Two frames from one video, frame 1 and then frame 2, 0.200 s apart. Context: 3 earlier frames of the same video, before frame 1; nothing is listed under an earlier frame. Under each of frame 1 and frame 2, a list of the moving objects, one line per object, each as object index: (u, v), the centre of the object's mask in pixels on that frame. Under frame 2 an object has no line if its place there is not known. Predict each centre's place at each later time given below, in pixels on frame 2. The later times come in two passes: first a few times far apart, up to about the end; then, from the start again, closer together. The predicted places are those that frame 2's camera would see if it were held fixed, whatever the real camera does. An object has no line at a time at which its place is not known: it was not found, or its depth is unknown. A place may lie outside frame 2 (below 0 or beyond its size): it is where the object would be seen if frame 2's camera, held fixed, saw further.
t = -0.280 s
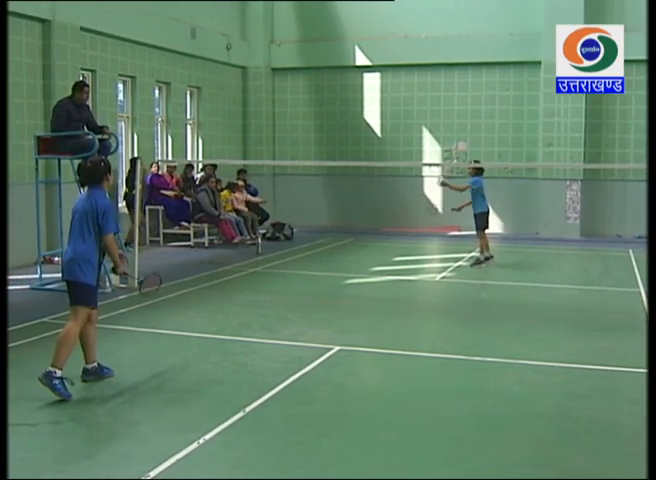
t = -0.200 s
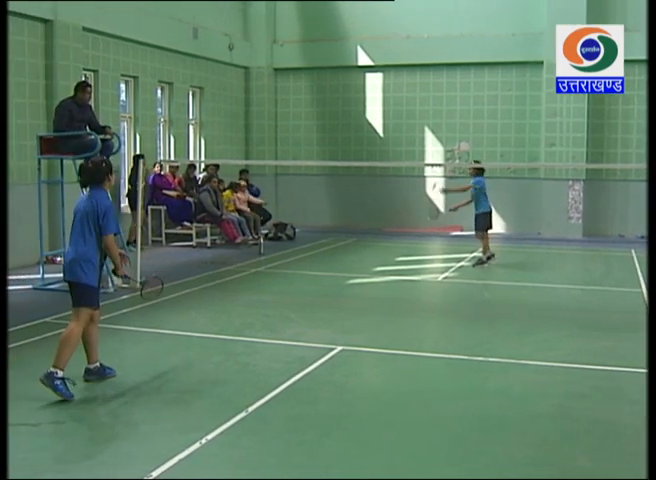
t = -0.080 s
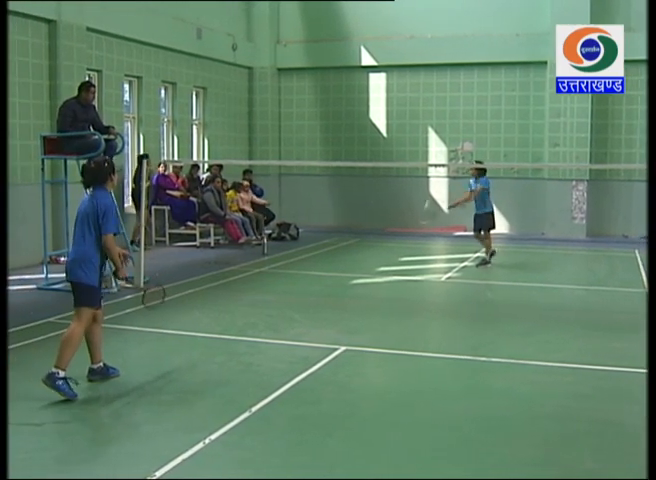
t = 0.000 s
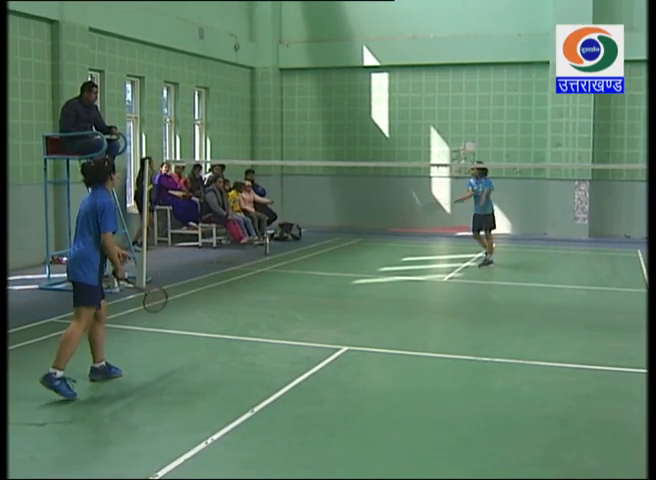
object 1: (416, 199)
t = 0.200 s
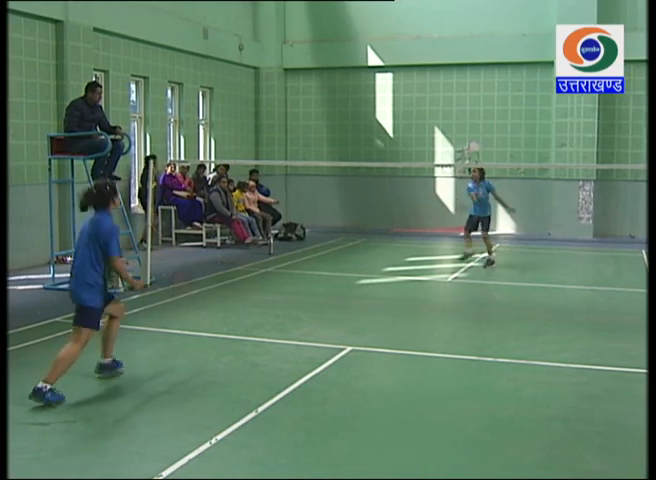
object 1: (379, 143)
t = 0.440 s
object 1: (335, 123)
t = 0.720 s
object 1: (283, 168)
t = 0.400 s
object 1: (343, 123)
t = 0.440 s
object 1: (335, 123)
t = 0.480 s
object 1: (328, 124)
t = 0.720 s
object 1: (283, 168)
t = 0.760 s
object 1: (277, 180)
